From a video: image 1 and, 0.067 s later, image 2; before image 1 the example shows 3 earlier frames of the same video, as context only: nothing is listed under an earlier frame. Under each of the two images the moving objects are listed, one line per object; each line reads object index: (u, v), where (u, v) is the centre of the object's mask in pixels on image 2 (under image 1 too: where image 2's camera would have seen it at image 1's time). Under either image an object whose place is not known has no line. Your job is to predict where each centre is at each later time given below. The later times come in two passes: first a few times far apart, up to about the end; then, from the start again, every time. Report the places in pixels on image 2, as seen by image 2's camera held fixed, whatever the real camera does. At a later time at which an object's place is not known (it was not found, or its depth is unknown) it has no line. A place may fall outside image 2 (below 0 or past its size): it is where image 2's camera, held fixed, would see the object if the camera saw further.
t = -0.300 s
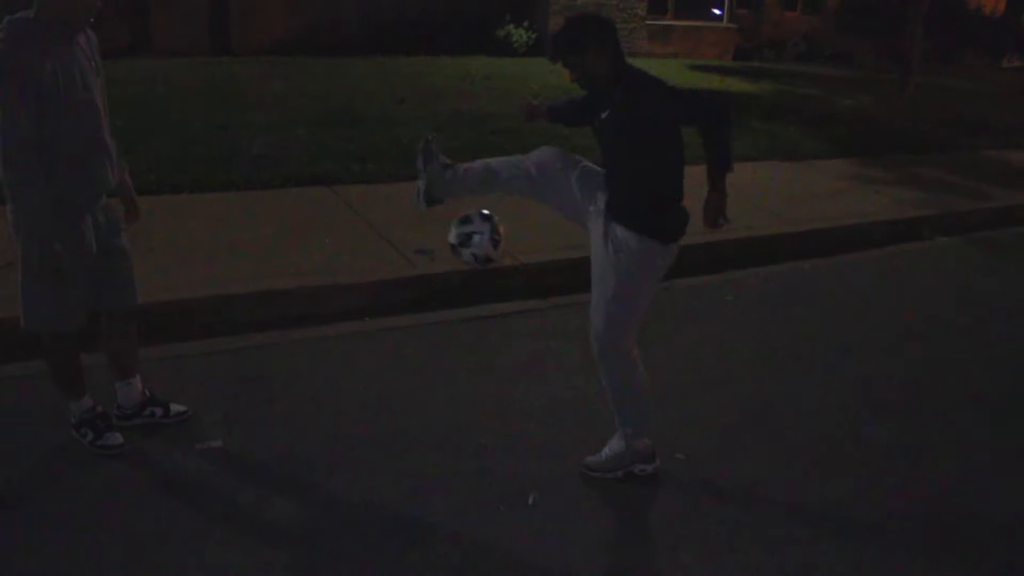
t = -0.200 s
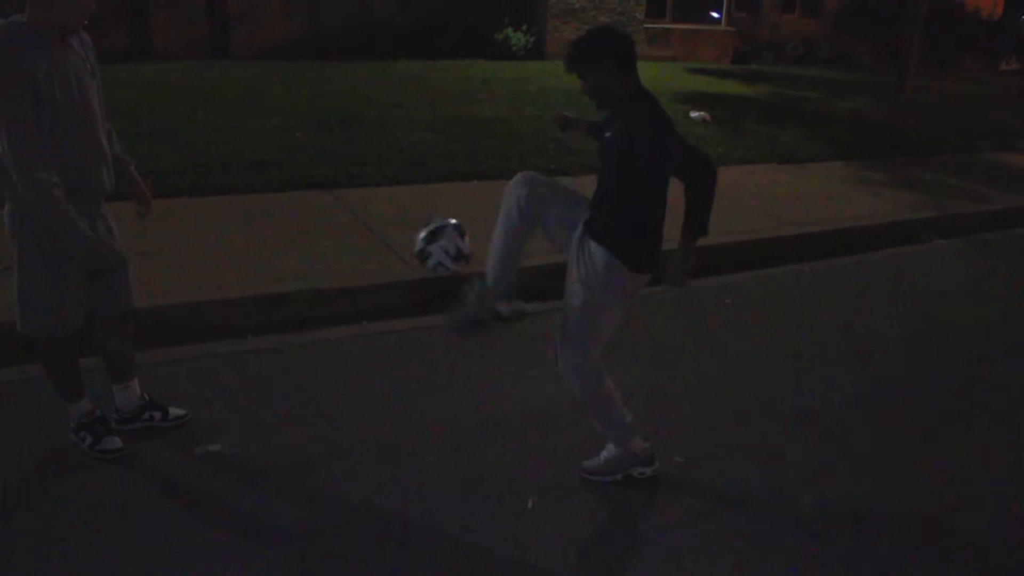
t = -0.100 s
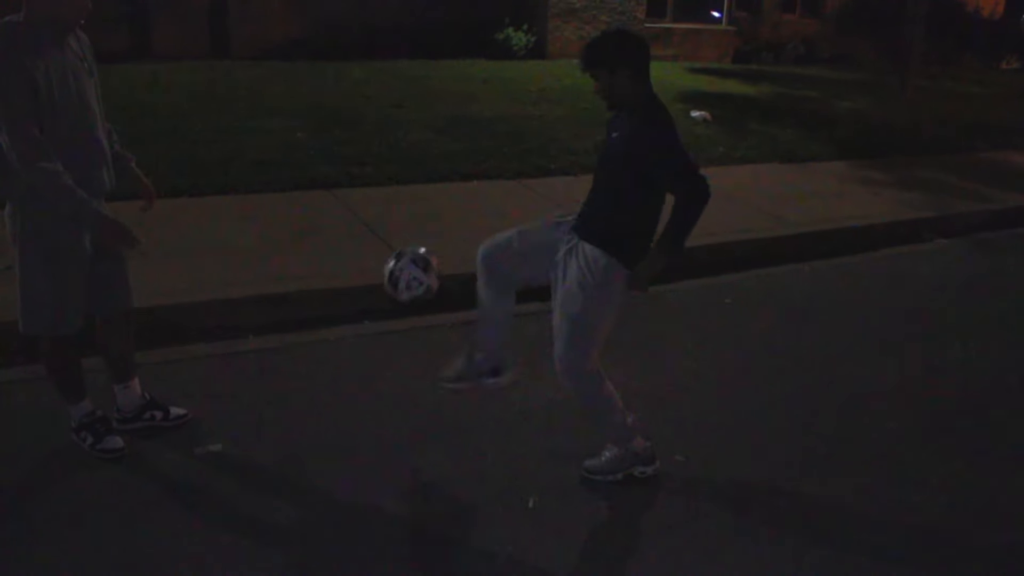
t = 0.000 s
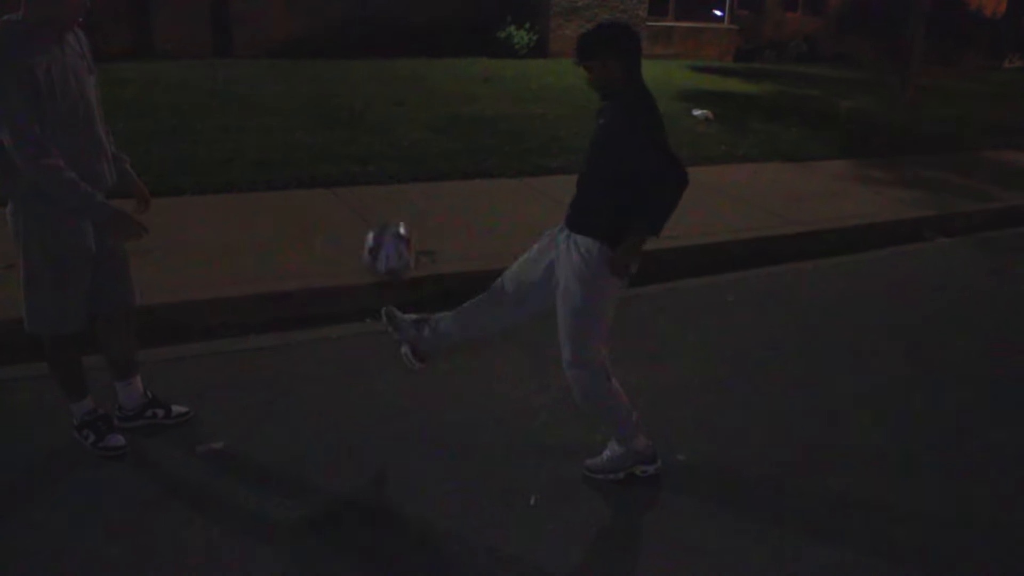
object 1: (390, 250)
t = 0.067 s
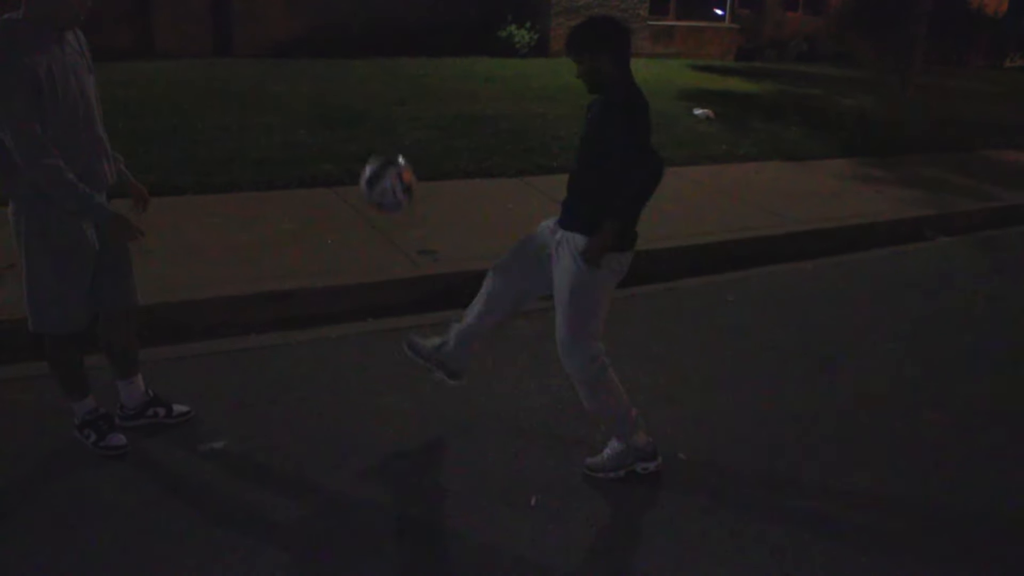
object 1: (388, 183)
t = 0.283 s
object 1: (378, 40)
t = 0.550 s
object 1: (369, 29)
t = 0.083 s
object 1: (387, 168)
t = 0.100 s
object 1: (386, 153)
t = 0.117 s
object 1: (385, 139)
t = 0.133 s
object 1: (384, 125)
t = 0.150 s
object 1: (384, 113)
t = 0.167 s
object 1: (383, 102)
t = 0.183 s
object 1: (382, 91)
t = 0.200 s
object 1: (381, 80)
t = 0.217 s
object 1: (381, 71)
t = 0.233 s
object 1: (380, 62)
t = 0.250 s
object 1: (380, 53)
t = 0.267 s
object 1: (379, 46)
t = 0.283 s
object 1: (378, 40)
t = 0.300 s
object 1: (377, 35)
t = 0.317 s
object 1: (376, 30)
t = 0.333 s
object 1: (376, 27)
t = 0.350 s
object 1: (375, 25)
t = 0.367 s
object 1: (375, 22)
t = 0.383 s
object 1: (374, 21)
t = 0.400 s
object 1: (374, 20)
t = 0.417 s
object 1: (373, 19)
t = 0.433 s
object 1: (373, 18)
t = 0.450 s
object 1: (373, 17)
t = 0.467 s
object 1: (373, 18)
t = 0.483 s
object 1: (371, 18)
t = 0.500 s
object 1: (371, 20)
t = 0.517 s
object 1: (370, 21)
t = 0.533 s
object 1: (369, 26)
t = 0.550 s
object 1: (369, 29)
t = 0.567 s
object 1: (369, 33)
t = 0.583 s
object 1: (368, 38)
